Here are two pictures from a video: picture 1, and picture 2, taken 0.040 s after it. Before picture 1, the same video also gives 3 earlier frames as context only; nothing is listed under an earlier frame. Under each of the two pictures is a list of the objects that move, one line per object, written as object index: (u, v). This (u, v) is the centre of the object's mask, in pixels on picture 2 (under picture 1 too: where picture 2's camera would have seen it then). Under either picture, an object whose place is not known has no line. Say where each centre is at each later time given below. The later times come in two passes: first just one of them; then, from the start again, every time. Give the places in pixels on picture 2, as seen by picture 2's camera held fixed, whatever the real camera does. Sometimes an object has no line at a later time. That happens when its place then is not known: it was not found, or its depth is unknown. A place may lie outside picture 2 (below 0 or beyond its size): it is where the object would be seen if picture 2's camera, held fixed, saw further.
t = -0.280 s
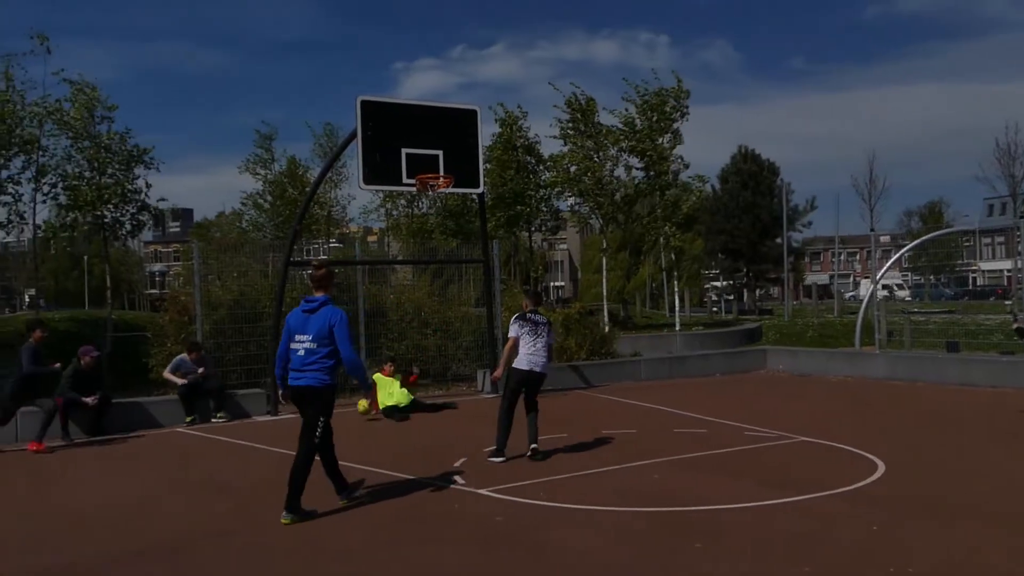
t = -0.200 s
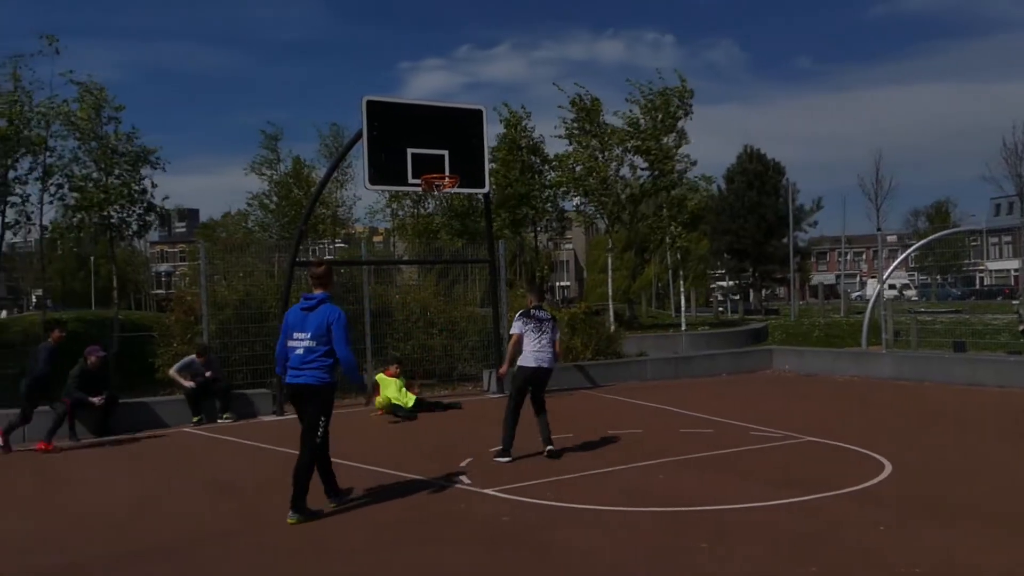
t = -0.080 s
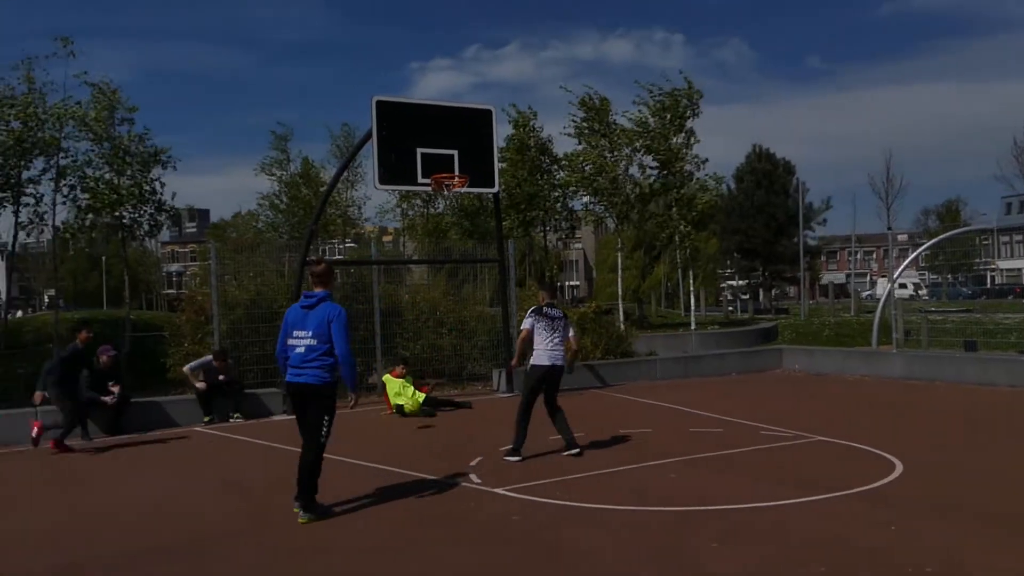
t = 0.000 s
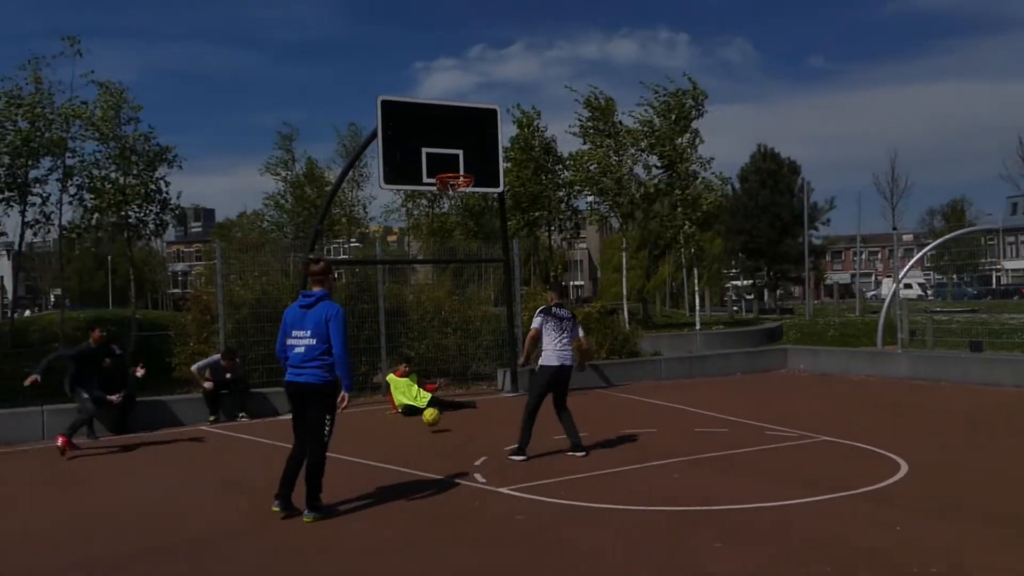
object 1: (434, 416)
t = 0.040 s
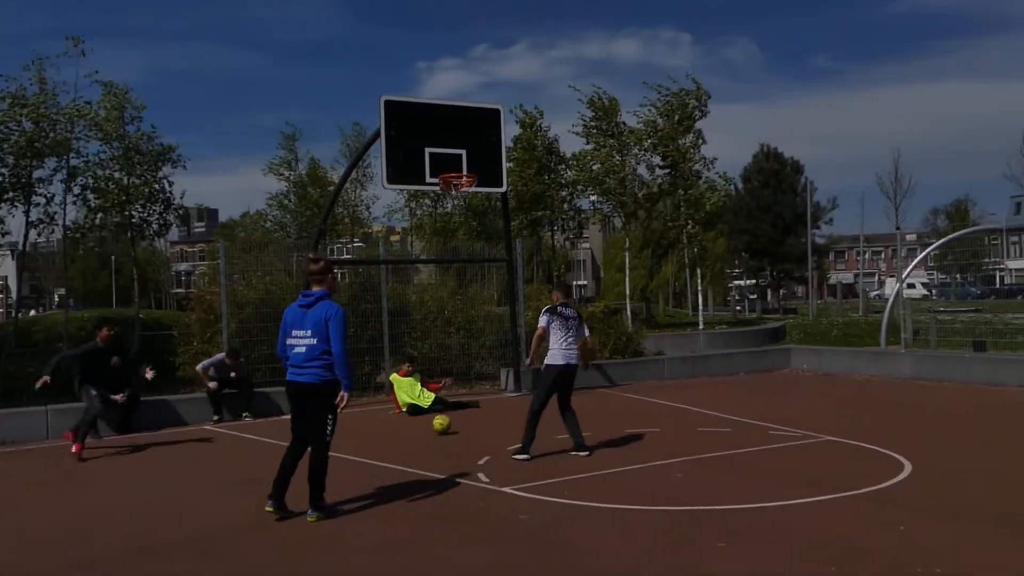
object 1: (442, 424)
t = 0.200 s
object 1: (469, 429)
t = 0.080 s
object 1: (449, 426)
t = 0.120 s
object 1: (456, 426)
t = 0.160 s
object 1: (462, 427)
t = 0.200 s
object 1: (469, 429)
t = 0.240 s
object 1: (477, 434)
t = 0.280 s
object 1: (484, 438)
